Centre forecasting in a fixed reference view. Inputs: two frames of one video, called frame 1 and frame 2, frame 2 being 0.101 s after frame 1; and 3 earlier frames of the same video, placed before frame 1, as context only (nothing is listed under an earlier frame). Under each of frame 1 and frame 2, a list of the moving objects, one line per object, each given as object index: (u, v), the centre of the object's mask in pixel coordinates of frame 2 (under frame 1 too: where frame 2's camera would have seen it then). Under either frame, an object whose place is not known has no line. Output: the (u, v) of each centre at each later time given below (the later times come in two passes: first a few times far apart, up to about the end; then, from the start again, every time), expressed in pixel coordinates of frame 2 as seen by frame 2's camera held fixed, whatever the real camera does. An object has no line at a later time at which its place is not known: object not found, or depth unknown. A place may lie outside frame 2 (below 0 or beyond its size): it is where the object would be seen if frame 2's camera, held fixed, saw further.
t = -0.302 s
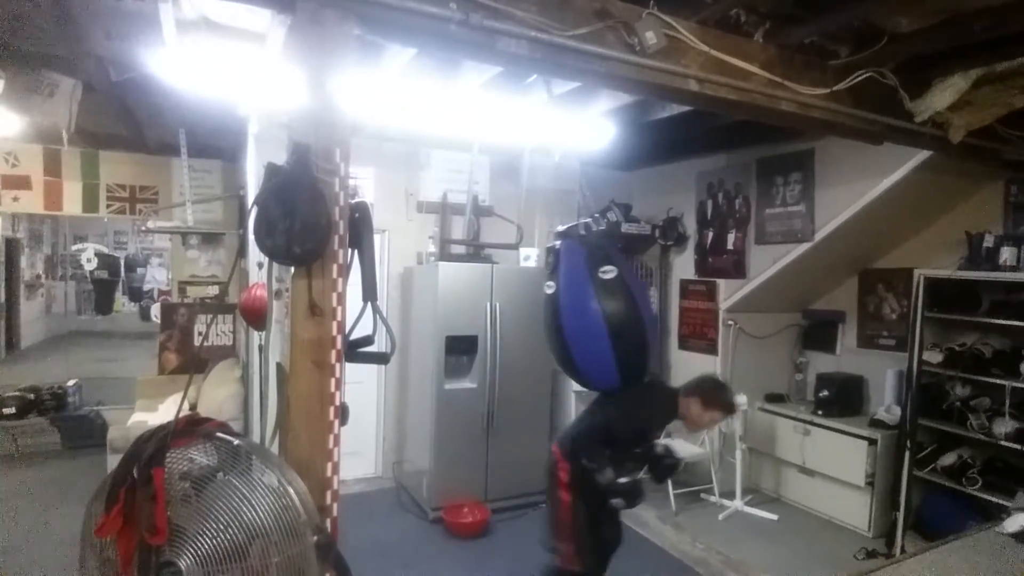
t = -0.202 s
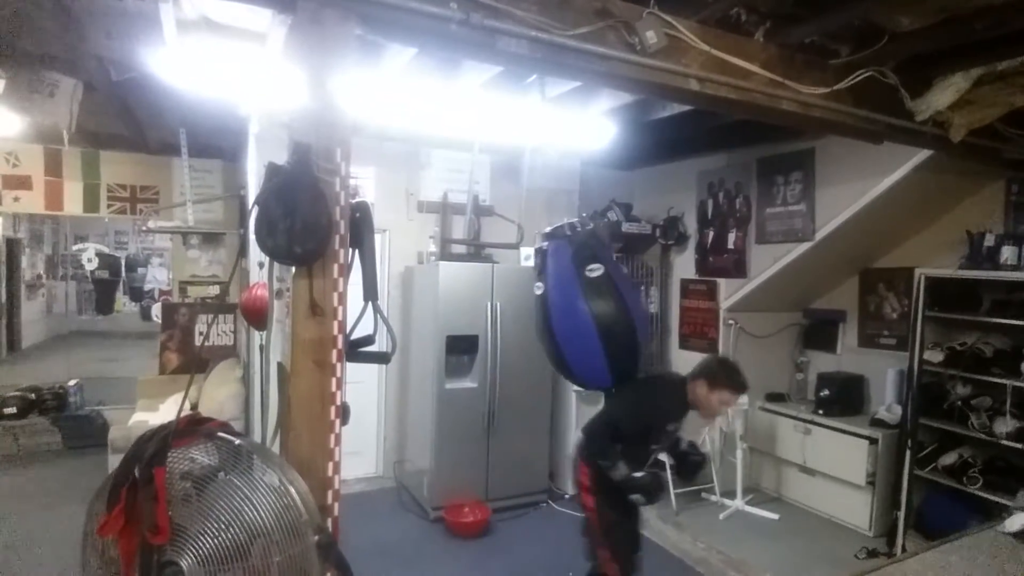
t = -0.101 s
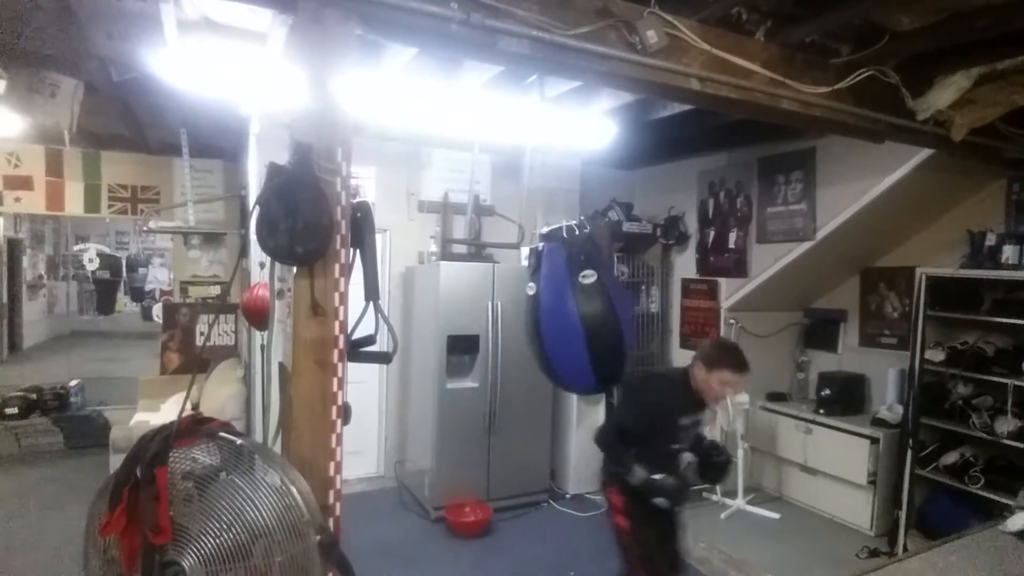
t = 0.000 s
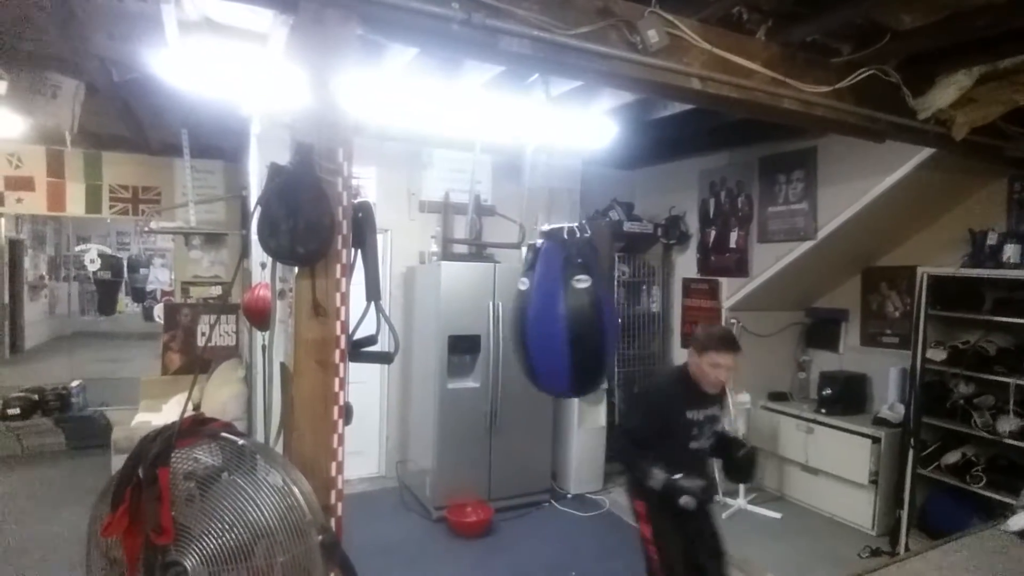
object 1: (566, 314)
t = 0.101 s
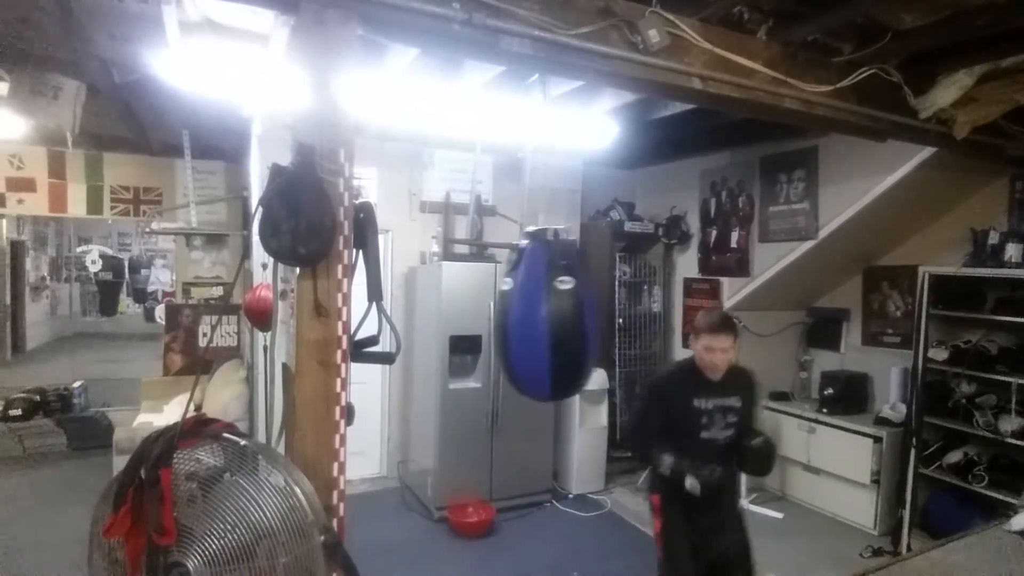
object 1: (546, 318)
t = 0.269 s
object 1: (512, 318)
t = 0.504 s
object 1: (469, 315)
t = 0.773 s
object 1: (451, 311)
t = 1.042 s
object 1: (471, 315)
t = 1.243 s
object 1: (509, 322)
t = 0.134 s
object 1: (539, 318)
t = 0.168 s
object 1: (532, 319)
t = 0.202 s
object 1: (525, 319)
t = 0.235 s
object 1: (519, 319)
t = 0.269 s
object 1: (512, 318)
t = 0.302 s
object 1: (505, 319)
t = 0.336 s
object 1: (499, 319)
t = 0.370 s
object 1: (492, 318)
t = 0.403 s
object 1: (486, 318)
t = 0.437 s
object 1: (480, 317)
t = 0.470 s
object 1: (474, 316)
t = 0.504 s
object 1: (469, 315)
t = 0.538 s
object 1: (464, 315)
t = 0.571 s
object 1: (460, 314)
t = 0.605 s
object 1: (457, 313)
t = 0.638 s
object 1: (455, 312)
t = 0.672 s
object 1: (453, 311)
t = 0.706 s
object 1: (452, 311)
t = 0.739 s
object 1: (451, 311)
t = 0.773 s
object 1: (451, 311)
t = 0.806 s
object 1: (452, 311)
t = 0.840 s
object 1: (453, 312)
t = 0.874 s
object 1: (454, 313)
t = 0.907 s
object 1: (457, 313)
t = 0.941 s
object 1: (459, 314)
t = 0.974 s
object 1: (463, 314)
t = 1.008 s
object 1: (467, 314)
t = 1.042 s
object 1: (471, 315)
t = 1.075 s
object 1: (477, 316)
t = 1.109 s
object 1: (482, 318)
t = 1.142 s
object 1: (488, 319)
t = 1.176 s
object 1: (495, 320)
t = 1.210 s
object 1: (502, 321)
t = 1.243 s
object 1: (509, 322)
